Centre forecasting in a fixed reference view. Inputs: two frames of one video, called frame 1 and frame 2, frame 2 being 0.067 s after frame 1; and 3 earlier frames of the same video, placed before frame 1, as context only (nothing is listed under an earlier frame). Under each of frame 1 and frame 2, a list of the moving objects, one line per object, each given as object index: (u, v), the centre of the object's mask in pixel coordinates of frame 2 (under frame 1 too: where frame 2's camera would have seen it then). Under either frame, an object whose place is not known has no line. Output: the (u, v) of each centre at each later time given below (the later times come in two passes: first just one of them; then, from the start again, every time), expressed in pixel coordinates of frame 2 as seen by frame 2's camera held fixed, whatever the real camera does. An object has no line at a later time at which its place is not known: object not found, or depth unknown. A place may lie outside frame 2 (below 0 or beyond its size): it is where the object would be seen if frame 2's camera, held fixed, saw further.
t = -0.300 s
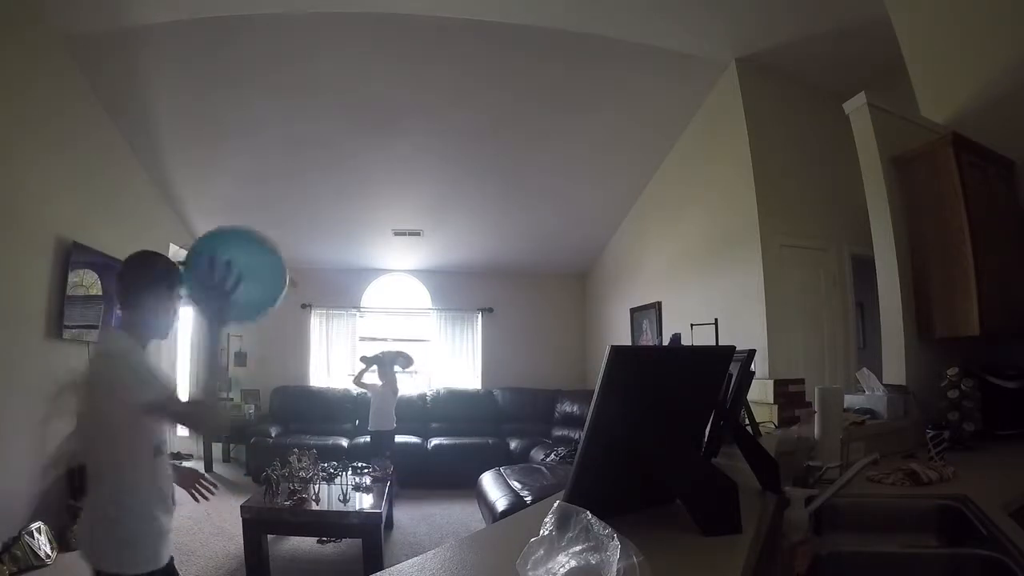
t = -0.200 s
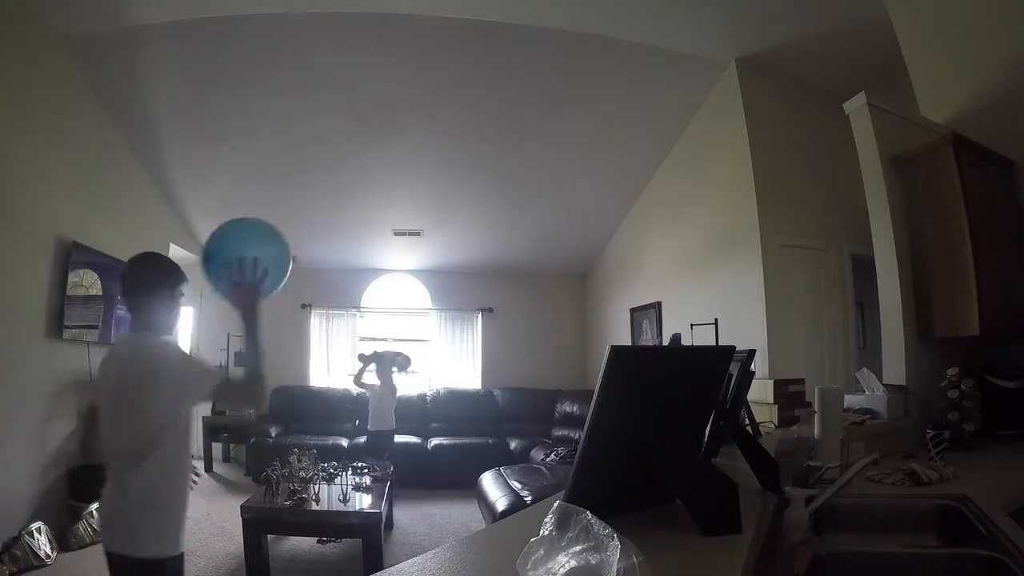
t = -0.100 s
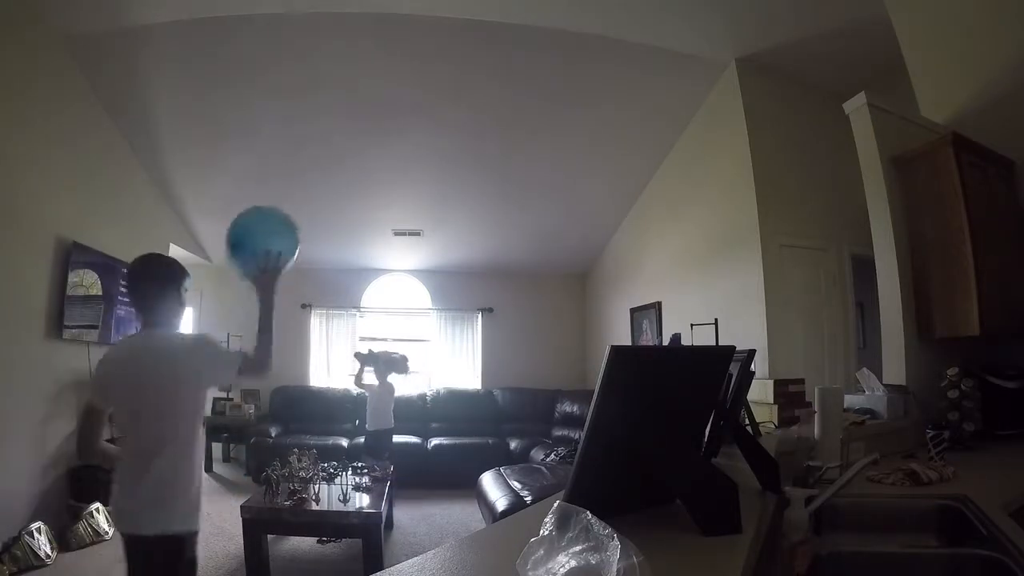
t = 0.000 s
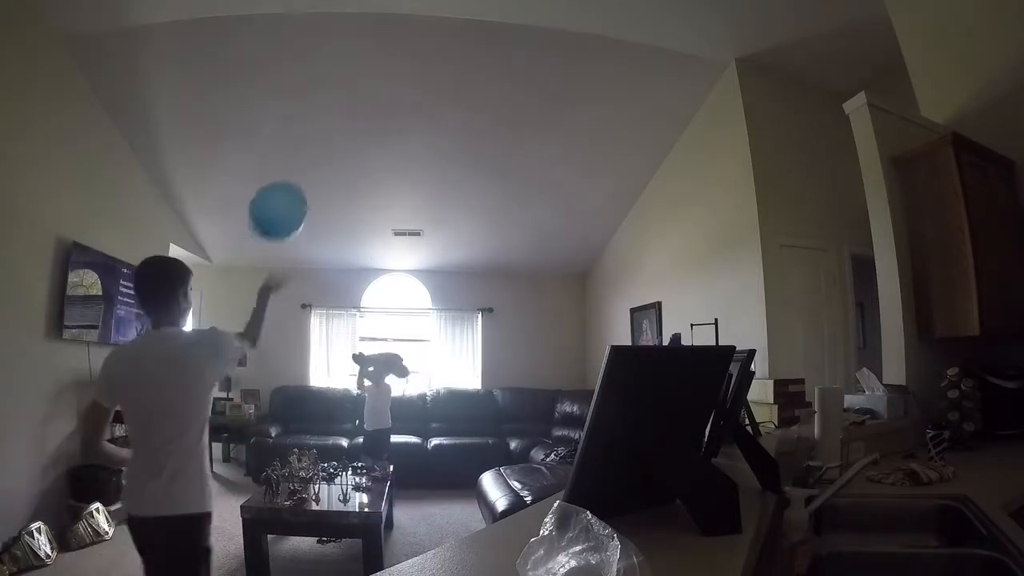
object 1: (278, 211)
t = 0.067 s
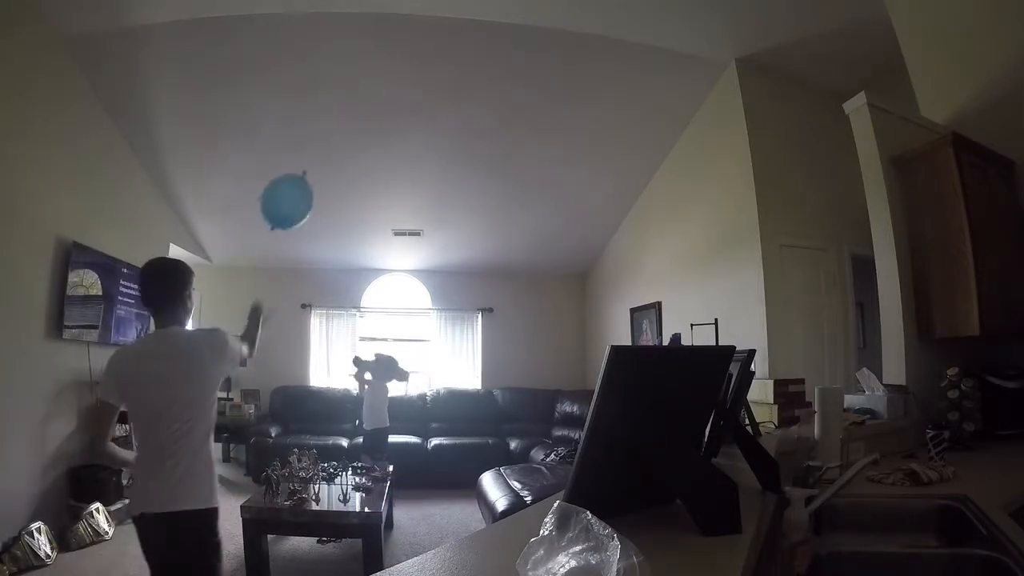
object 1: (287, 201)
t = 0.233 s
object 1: (306, 214)
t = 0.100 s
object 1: (291, 200)
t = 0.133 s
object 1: (295, 202)
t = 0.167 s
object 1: (299, 205)
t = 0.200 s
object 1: (303, 209)
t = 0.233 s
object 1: (306, 214)
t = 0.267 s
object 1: (309, 218)
